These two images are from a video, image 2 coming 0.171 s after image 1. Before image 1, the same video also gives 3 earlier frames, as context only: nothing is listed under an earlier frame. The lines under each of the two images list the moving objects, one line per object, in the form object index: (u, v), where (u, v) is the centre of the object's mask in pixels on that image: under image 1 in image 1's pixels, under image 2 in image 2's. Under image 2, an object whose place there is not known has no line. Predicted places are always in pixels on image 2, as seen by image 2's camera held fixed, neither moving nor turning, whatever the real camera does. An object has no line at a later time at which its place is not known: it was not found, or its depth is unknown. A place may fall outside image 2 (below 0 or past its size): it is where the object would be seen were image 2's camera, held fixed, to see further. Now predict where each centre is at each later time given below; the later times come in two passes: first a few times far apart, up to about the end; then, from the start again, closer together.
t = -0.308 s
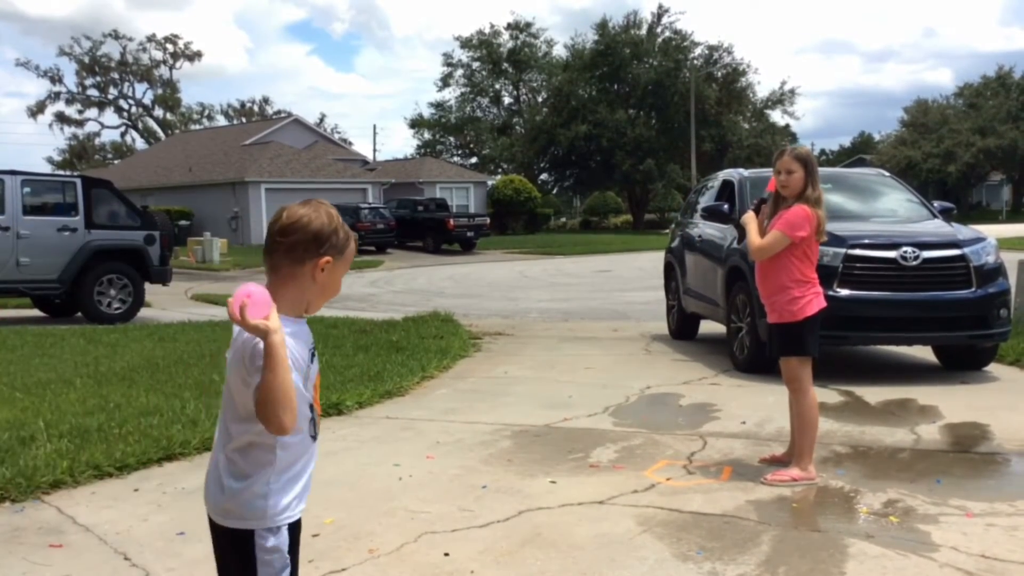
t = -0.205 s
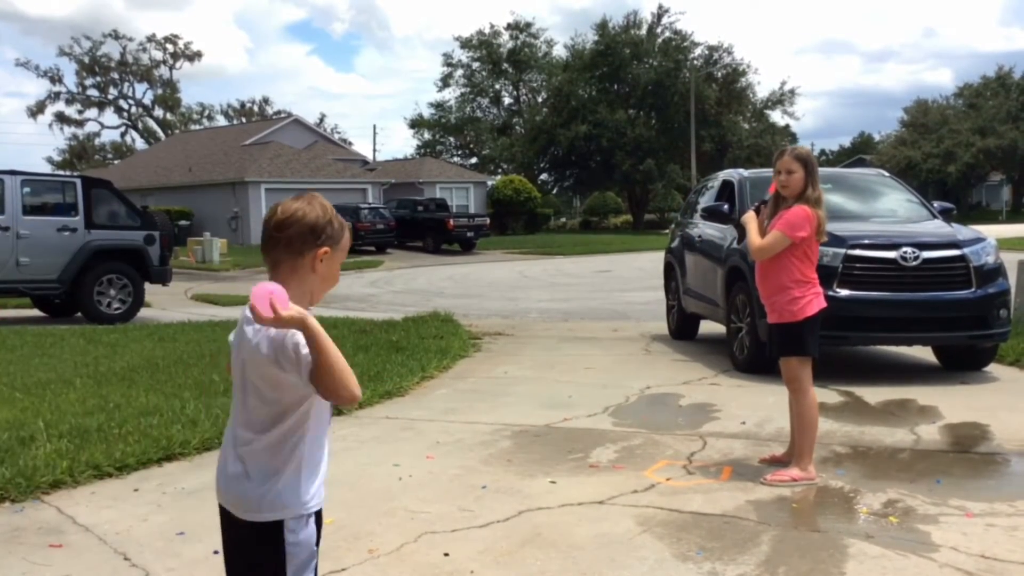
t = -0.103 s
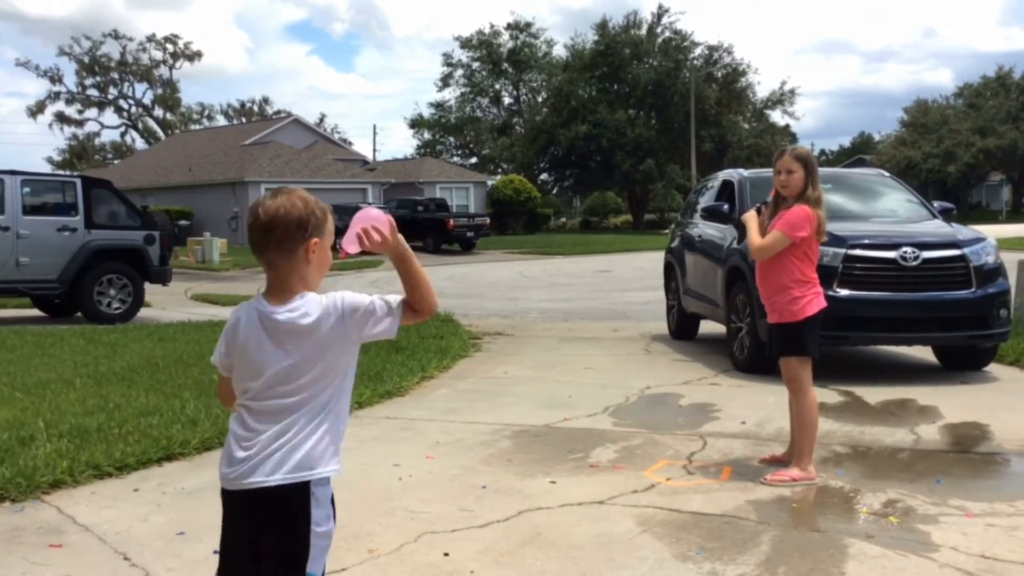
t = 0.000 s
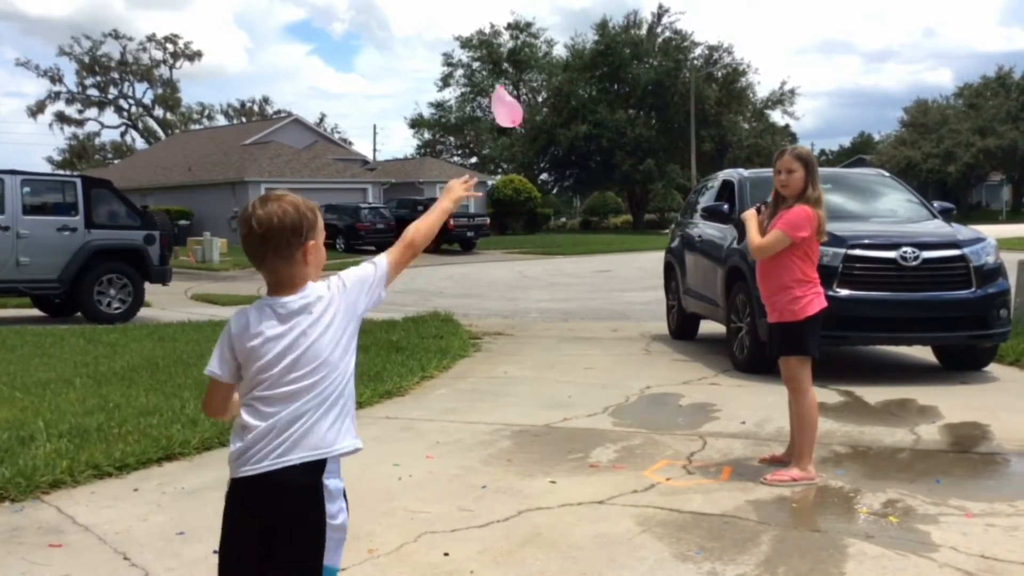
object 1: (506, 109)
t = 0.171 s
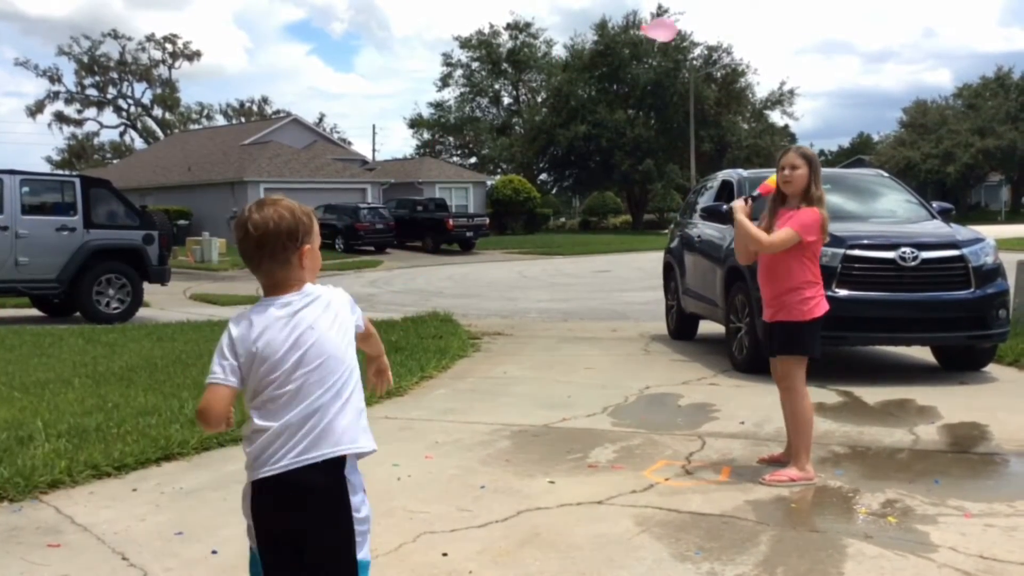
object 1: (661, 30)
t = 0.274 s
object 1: (729, 37)
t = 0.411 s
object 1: (792, 89)
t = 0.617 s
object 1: (864, 215)
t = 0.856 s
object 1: (918, 407)
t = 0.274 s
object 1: (729, 37)
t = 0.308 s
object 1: (747, 47)
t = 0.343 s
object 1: (763, 58)
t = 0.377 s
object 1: (780, 72)
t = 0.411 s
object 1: (792, 89)
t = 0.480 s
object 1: (820, 126)
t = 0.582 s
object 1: (854, 191)
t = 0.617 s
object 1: (864, 215)
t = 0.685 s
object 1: (881, 267)
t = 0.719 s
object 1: (889, 293)
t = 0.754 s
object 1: (897, 321)
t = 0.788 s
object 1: (904, 349)
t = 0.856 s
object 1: (918, 407)
